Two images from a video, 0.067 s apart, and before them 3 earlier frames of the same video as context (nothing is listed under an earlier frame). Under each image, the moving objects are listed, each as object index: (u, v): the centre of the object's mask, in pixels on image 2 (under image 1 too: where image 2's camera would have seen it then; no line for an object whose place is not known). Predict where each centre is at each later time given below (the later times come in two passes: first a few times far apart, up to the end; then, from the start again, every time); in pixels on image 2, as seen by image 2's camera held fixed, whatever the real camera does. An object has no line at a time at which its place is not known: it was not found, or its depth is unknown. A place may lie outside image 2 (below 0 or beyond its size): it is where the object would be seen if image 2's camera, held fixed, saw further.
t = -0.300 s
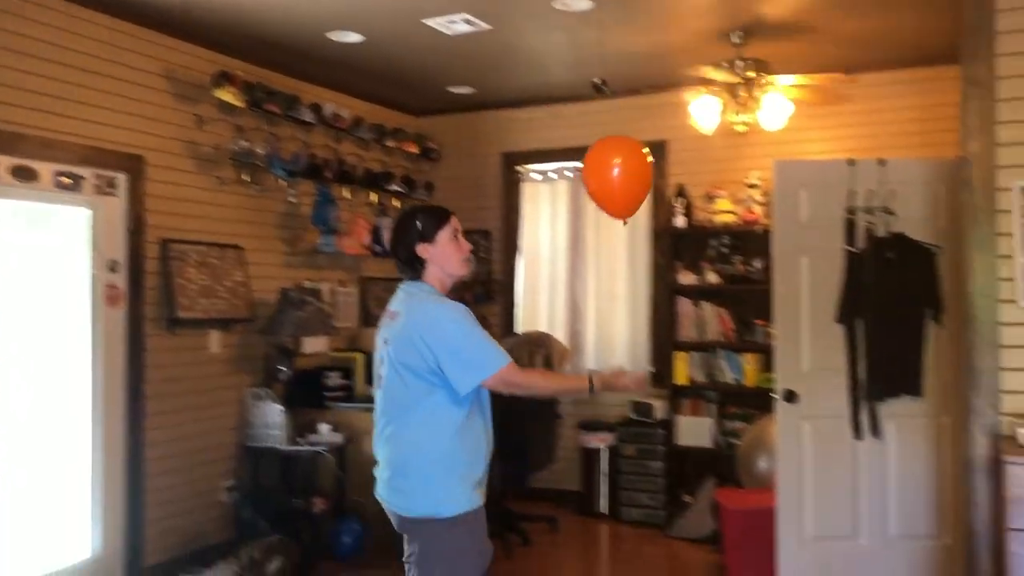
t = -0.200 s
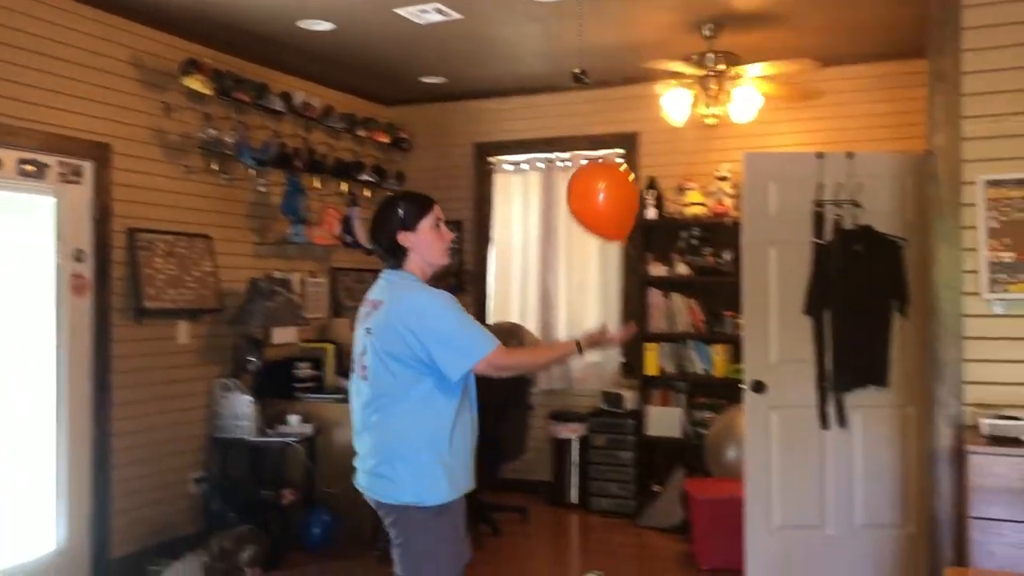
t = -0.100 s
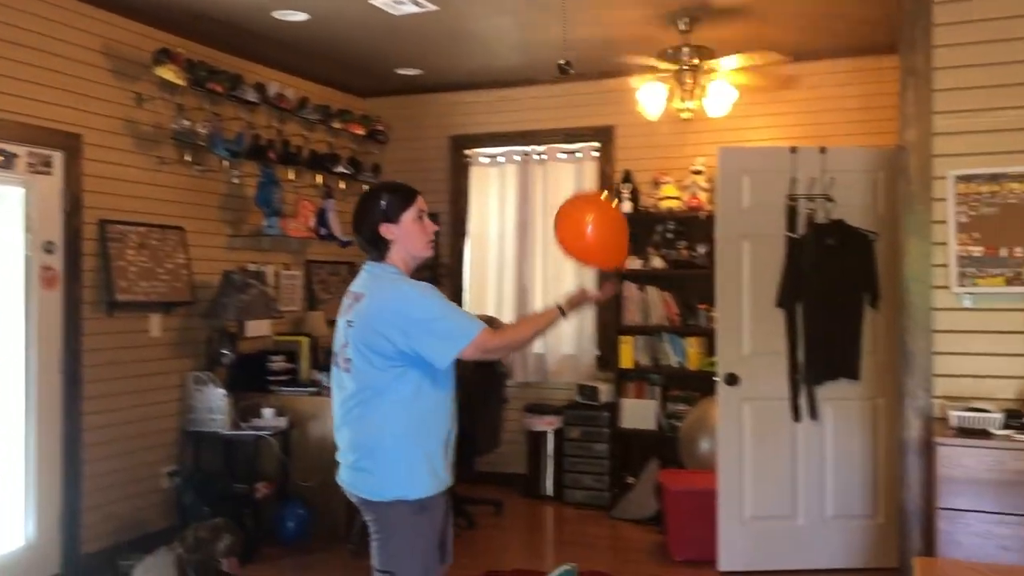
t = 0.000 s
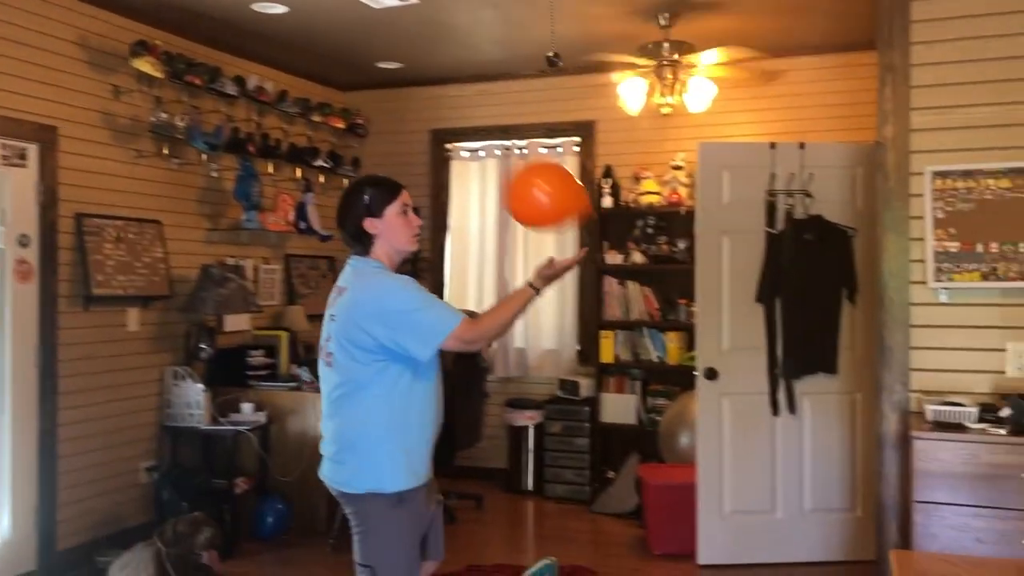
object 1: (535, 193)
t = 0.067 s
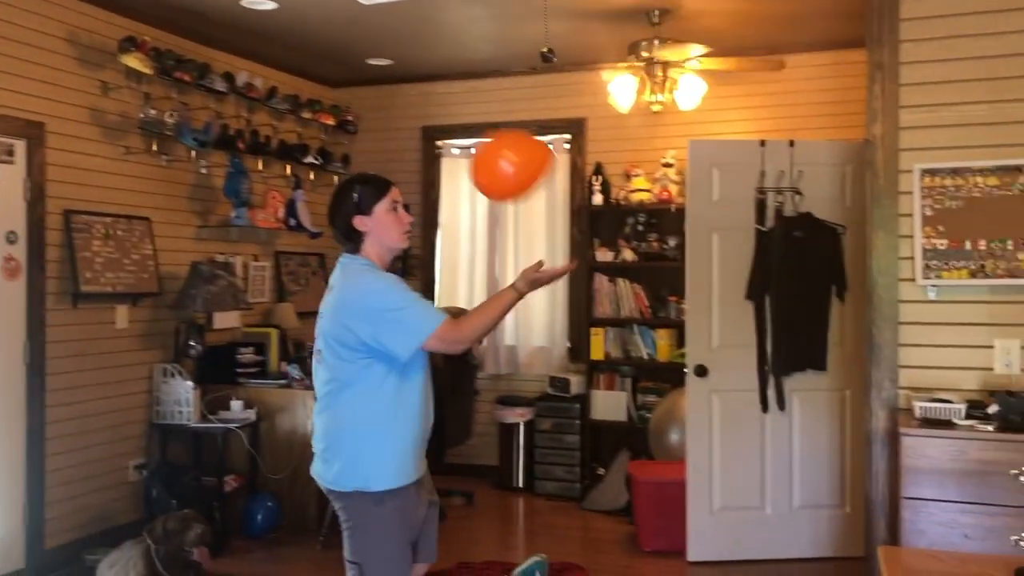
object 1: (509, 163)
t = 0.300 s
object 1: (443, 106)
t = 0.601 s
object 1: (383, 101)
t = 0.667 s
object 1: (373, 108)
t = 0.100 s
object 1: (498, 152)
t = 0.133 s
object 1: (488, 141)
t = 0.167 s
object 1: (478, 132)
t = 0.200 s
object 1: (469, 124)
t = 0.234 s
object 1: (460, 117)
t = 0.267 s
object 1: (451, 111)
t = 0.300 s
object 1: (443, 106)
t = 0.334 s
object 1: (435, 102)
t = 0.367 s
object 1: (427, 99)
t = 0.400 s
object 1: (420, 97)
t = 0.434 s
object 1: (413, 96)
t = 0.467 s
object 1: (407, 95)
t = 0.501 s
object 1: (400, 95)
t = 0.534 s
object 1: (394, 96)
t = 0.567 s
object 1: (388, 98)
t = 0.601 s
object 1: (383, 101)
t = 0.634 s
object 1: (378, 104)
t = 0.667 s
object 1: (373, 108)
